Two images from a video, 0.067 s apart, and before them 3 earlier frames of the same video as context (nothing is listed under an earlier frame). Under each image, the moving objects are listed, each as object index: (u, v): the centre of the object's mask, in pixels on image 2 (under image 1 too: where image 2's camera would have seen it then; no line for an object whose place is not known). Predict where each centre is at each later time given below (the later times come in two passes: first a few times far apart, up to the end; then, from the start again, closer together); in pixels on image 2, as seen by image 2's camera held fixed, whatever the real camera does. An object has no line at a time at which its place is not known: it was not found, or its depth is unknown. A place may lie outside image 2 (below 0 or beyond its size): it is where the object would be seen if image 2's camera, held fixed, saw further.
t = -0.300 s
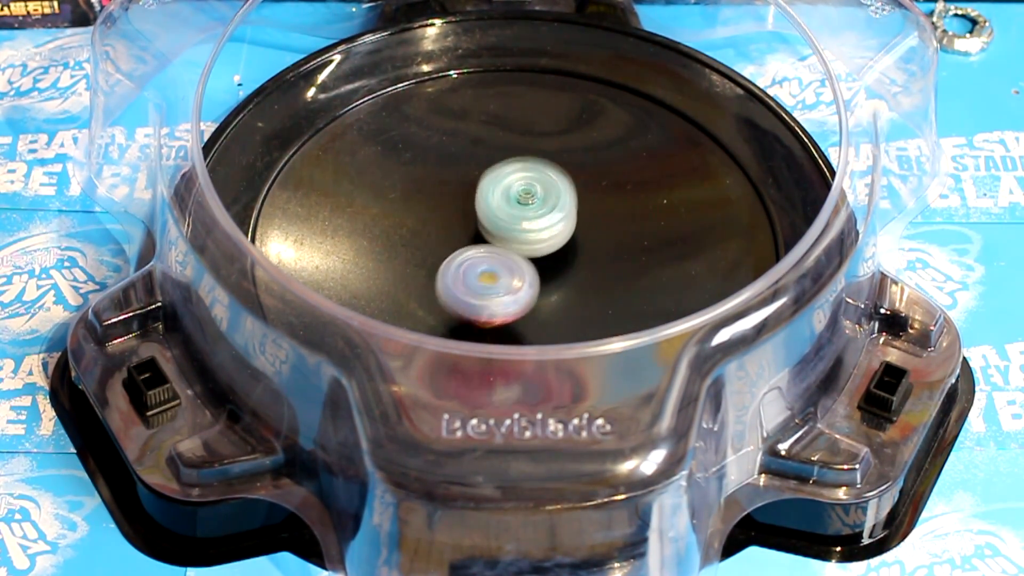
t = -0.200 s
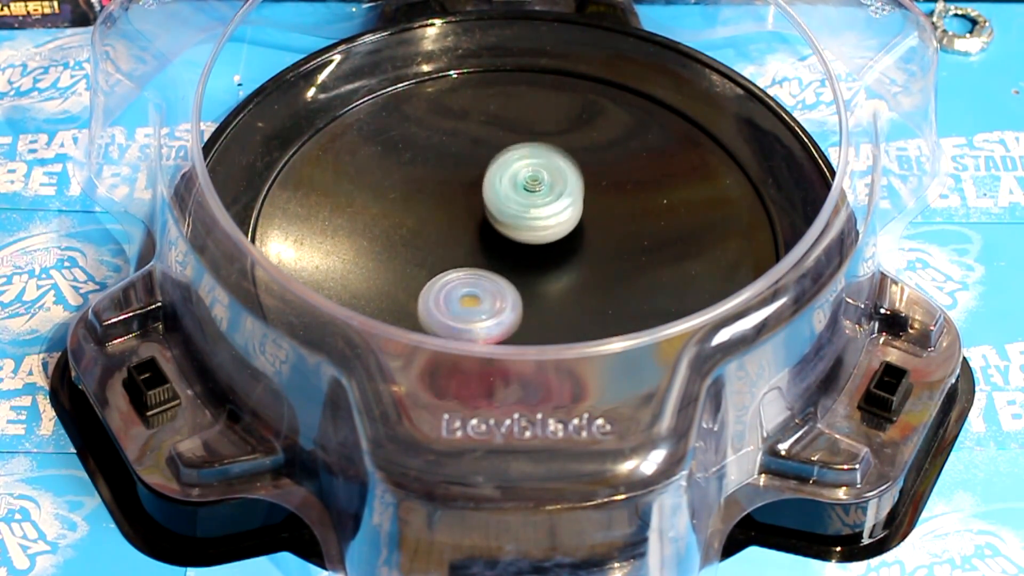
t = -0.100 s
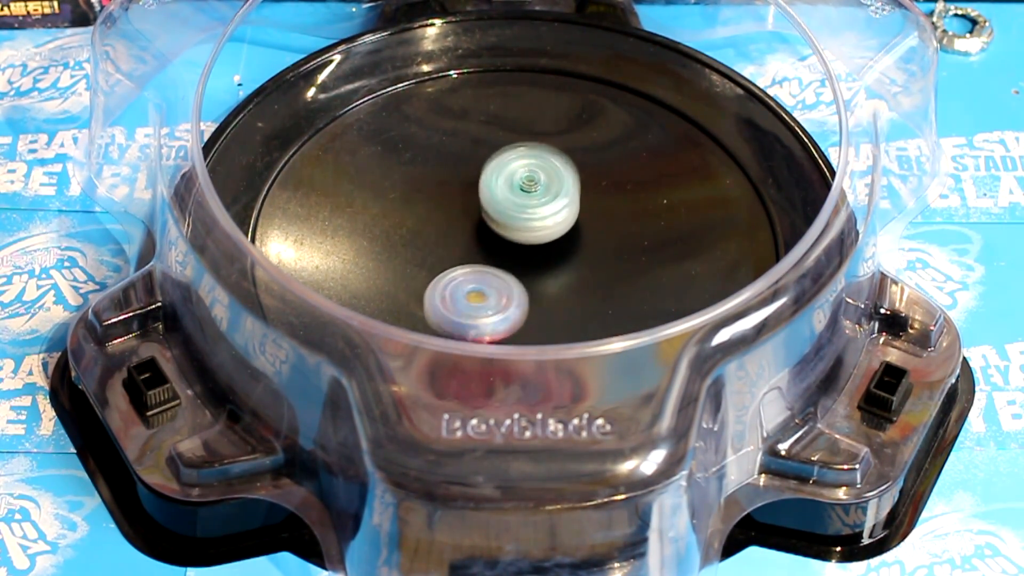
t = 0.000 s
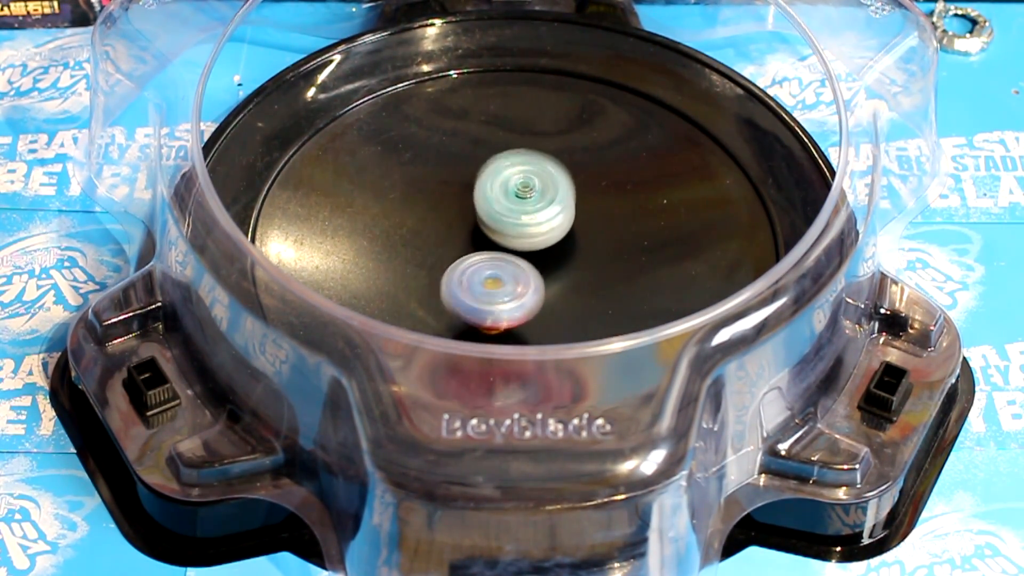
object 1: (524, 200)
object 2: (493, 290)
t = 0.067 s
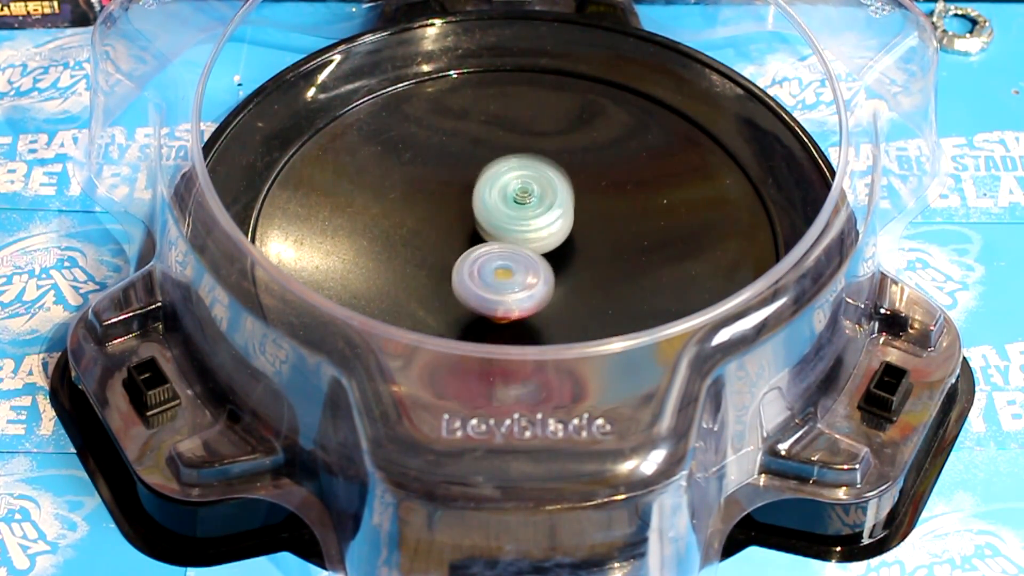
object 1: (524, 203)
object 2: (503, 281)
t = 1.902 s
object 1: (571, 223)
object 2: (477, 286)
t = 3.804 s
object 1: (576, 268)
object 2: (472, 218)
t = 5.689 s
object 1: (483, 291)
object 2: (605, 211)
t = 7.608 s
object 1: (481, 194)
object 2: (551, 253)
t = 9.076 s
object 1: (614, 210)
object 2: (485, 261)
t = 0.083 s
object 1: (525, 203)
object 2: (505, 279)
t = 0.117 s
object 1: (526, 203)
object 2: (505, 285)
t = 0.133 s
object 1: (527, 202)
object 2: (504, 291)
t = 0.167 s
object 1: (530, 198)
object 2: (502, 300)
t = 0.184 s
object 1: (531, 197)
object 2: (502, 304)
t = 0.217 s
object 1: (533, 196)
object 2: (502, 306)
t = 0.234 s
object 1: (534, 196)
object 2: (503, 307)
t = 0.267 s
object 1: (534, 197)
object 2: (506, 307)
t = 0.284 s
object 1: (534, 198)
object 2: (508, 306)
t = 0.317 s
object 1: (535, 198)
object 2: (511, 305)
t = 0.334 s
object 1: (535, 199)
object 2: (513, 304)
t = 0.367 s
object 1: (535, 201)
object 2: (516, 302)
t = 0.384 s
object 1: (535, 202)
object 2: (517, 301)
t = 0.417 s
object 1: (535, 205)
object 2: (520, 298)
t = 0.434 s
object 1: (535, 206)
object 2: (522, 296)
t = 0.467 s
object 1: (535, 207)
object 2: (524, 294)
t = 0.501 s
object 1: (536, 207)
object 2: (526, 290)
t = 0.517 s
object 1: (537, 207)
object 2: (527, 289)
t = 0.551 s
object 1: (539, 207)
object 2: (528, 284)
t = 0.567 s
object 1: (539, 207)
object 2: (528, 283)
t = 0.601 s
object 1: (541, 207)
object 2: (526, 287)
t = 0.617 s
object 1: (543, 207)
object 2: (526, 288)
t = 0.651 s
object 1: (545, 206)
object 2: (524, 288)
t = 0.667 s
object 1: (547, 205)
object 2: (524, 288)
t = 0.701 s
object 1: (549, 205)
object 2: (524, 286)
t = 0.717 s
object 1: (550, 205)
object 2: (524, 285)
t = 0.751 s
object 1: (551, 206)
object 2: (524, 283)
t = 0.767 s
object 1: (552, 206)
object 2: (525, 282)
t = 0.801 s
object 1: (553, 205)
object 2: (525, 278)
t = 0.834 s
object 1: (556, 205)
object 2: (520, 286)
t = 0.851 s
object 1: (557, 204)
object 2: (517, 290)
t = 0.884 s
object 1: (560, 201)
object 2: (512, 296)
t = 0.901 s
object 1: (560, 200)
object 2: (510, 298)
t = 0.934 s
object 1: (561, 200)
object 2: (510, 299)
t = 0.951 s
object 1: (560, 200)
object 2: (510, 299)
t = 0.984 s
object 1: (559, 200)
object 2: (511, 299)
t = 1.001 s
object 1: (559, 201)
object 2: (512, 298)
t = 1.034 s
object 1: (557, 202)
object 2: (514, 297)
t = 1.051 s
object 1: (556, 203)
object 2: (515, 296)
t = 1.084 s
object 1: (554, 206)
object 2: (517, 294)
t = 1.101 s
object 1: (553, 207)
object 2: (518, 294)
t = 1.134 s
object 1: (552, 210)
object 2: (520, 291)
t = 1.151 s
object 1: (551, 210)
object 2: (521, 290)
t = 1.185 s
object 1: (551, 211)
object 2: (523, 288)
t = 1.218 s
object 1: (551, 212)
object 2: (524, 285)
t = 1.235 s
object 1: (552, 212)
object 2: (523, 287)
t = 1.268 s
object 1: (554, 213)
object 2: (518, 293)
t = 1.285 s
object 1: (555, 214)
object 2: (517, 294)
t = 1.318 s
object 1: (557, 214)
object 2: (513, 296)
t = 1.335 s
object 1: (557, 214)
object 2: (512, 296)
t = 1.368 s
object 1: (558, 215)
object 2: (510, 295)
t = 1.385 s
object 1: (558, 215)
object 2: (508, 294)
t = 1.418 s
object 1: (559, 216)
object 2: (507, 291)
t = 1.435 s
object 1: (560, 216)
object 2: (507, 289)
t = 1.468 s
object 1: (561, 217)
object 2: (507, 284)
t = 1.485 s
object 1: (561, 217)
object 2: (507, 282)
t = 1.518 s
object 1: (563, 217)
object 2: (503, 282)
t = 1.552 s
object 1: (565, 218)
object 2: (497, 284)
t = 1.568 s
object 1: (565, 218)
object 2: (496, 284)
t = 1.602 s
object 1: (566, 218)
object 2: (493, 284)
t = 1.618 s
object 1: (567, 218)
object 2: (493, 283)
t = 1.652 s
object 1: (567, 218)
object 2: (493, 283)
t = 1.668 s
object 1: (567, 219)
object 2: (492, 282)
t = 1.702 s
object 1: (567, 220)
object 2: (493, 281)
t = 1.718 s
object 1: (566, 221)
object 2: (494, 280)
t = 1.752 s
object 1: (566, 222)
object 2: (494, 279)
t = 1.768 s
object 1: (566, 223)
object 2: (495, 279)
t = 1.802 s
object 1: (565, 224)
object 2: (495, 277)
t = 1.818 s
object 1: (565, 224)
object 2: (492, 279)
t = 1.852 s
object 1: (568, 223)
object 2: (483, 282)
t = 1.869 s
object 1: (570, 223)
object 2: (481, 284)
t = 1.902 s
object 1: (571, 223)
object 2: (477, 286)
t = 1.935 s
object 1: (572, 223)
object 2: (477, 286)
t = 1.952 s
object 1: (572, 223)
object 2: (477, 286)
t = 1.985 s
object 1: (572, 225)
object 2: (480, 285)
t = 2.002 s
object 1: (572, 225)
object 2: (483, 284)
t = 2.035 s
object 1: (570, 227)
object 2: (488, 282)
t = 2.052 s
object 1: (570, 227)
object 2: (491, 281)
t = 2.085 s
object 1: (569, 227)
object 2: (497, 280)
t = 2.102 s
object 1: (570, 227)
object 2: (498, 280)
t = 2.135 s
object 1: (572, 227)
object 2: (494, 283)
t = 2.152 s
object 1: (573, 227)
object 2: (492, 284)
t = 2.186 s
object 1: (574, 227)
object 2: (491, 283)
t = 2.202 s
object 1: (575, 227)
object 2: (491, 283)
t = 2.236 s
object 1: (575, 228)
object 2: (490, 281)
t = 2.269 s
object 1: (575, 228)
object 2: (490, 278)
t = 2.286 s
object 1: (574, 229)
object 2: (490, 277)
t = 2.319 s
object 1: (573, 230)
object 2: (490, 275)
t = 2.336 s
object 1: (572, 230)
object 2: (490, 274)
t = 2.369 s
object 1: (573, 230)
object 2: (484, 274)
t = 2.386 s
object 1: (574, 230)
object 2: (481, 274)
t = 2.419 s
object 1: (574, 230)
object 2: (478, 272)
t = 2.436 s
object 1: (574, 230)
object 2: (477, 272)
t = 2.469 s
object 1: (573, 231)
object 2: (476, 270)
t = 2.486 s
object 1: (573, 232)
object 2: (475, 269)
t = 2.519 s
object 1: (572, 233)
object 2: (475, 267)
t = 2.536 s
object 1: (571, 234)
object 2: (474, 266)
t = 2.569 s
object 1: (570, 235)
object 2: (473, 264)
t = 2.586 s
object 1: (569, 236)
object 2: (473, 263)
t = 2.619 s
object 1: (571, 237)
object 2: (466, 262)
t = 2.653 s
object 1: (572, 237)
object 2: (462, 261)
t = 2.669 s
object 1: (572, 238)
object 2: (461, 260)
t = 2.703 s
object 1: (572, 239)
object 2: (459, 259)
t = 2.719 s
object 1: (572, 239)
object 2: (459, 258)
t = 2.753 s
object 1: (571, 240)
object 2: (458, 257)
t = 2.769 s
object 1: (571, 241)
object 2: (458, 256)
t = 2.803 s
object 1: (570, 242)
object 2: (458, 254)
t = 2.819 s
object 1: (569, 242)
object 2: (458, 253)
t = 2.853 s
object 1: (568, 244)
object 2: (459, 252)
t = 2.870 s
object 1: (567, 244)
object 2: (460, 251)
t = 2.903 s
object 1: (566, 246)
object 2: (461, 249)
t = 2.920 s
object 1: (566, 247)
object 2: (460, 248)
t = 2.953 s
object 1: (566, 248)
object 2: (460, 246)
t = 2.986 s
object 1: (566, 250)
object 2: (461, 244)
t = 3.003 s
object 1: (566, 250)
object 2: (461, 243)
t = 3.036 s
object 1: (568, 252)
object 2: (458, 240)
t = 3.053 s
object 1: (570, 253)
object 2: (454, 239)
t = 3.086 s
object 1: (572, 255)
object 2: (451, 235)
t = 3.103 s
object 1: (573, 256)
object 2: (450, 234)
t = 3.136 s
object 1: (574, 257)
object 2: (450, 233)
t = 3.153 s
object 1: (574, 257)
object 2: (451, 232)
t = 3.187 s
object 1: (574, 258)
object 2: (453, 230)
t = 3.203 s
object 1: (574, 258)
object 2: (454, 230)
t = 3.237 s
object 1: (573, 259)
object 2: (456, 229)
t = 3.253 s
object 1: (573, 259)
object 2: (458, 228)
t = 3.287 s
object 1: (571, 259)
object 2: (461, 227)
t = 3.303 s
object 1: (570, 259)
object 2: (463, 227)
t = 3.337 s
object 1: (569, 260)
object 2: (466, 226)
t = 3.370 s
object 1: (567, 260)
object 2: (469, 226)
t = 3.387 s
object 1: (567, 260)
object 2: (471, 225)
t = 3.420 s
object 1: (575, 264)
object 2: (454, 216)
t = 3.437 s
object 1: (579, 266)
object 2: (443, 210)
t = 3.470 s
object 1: (586, 270)
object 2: (426, 199)
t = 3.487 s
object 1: (588, 271)
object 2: (420, 195)
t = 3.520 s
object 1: (591, 273)
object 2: (412, 189)
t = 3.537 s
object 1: (591, 274)
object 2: (410, 188)
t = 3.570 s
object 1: (591, 274)
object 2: (410, 186)
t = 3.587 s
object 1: (590, 274)
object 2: (412, 186)
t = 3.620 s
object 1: (589, 273)
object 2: (419, 188)
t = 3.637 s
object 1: (588, 273)
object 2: (423, 190)
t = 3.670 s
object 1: (586, 271)
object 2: (432, 195)
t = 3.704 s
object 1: (584, 270)
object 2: (442, 200)
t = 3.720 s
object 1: (582, 270)
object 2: (447, 202)
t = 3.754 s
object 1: (580, 269)
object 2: (458, 209)
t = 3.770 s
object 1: (578, 268)
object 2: (463, 212)
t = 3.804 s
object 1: (576, 268)
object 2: (472, 218)
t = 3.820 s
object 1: (575, 267)
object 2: (477, 220)
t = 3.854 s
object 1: (577, 269)
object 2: (480, 219)
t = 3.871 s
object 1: (582, 272)
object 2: (471, 214)
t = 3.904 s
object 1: (591, 277)
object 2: (459, 202)
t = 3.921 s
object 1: (594, 278)
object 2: (454, 197)
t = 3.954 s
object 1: (599, 280)
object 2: (450, 190)
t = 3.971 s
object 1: (600, 280)
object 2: (449, 188)
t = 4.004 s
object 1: (601, 280)
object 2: (451, 185)
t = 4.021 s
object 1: (600, 280)
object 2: (452, 185)
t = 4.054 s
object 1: (599, 278)
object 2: (456, 184)
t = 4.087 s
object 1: (597, 277)
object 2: (460, 184)
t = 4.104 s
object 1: (596, 276)
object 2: (463, 184)
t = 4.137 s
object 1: (592, 274)
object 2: (468, 185)
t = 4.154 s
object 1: (591, 273)
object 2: (471, 186)
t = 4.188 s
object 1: (587, 271)
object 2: (476, 187)
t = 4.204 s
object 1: (585, 271)
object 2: (479, 188)
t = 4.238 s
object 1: (582, 270)
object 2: (484, 189)
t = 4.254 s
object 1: (580, 269)
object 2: (487, 190)
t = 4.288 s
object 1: (576, 269)
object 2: (492, 191)
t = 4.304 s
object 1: (574, 269)
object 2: (495, 192)
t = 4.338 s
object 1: (570, 268)
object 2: (501, 193)
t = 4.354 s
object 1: (568, 269)
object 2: (504, 194)
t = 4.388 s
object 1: (565, 269)
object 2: (509, 195)
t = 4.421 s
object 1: (562, 271)
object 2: (512, 194)
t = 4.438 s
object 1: (560, 273)
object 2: (514, 192)
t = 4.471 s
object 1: (558, 275)
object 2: (518, 191)
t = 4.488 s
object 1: (557, 276)
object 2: (520, 191)
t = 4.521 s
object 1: (555, 277)
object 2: (524, 192)
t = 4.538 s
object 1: (554, 278)
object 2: (526, 192)
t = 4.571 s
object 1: (553, 279)
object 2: (529, 193)
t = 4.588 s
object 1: (552, 279)
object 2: (531, 194)
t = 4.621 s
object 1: (550, 280)
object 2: (534, 195)
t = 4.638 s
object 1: (549, 280)
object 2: (535, 196)
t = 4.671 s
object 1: (547, 281)
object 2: (538, 197)
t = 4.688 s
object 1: (546, 282)
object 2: (540, 198)
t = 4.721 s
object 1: (544, 283)
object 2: (543, 197)
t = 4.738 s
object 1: (544, 284)
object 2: (545, 197)
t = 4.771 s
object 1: (542, 285)
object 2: (548, 197)
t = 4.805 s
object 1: (541, 286)
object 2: (551, 199)
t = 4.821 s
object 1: (540, 286)
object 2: (552, 199)
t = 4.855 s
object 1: (539, 286)
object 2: (554, 201)
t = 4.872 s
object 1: (538, 286)
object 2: (556, 202)
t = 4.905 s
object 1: (537, 286)
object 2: (558, 204)
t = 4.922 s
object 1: (536, 287)
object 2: (560, 205)
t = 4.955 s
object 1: (534, 288)
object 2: (564, 204)
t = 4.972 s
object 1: (533, 289)
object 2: (565, 205)
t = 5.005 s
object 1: (532, 290)
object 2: (568, 206)
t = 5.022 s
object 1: (531, 290)
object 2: (570, 207)
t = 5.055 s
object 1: (530, 290)
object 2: (572, 209)
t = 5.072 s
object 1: (529, 289)
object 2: (573, 210)
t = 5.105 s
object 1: (528, 289)
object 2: (575, 212)
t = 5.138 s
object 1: (526, 288)
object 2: (577, 215)
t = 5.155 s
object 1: (525, 289)
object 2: (579, 215)
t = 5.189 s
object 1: (523, 289)
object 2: (582, 216)
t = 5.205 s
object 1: (522, 290)
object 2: (583, 217)
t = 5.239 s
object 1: (521, 289)
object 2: (584, 219)
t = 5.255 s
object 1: (520, 289)
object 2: (585, 220)
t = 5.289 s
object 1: (519, 288)
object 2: (586, 223)
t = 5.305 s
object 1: (516, 289)
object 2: (589, 222)
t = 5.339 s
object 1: (505, 292)
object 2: (609, 211)
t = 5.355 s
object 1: (501, 293)
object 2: (617, 207)
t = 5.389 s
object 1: (494, 294)
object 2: (629, 200)
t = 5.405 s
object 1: (492, 294)
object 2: (633, 197)
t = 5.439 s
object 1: (488, 295)
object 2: (638, 194)
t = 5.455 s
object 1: (487, 295)
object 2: (639, 194)
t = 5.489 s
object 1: (485, 295)
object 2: (638, 193)
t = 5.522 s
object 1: (484, 294)
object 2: (635, 195)
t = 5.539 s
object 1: (484, 294)
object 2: (633, 196)
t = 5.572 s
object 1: (483, 294)
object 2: (628, 198)
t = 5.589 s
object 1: (483, 293)
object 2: (625, 200)
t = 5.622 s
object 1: (483, 293)
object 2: (619, 203)
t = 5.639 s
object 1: (483, 292)
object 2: (616, 205)
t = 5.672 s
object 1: (483, 291)
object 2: (609, 209)
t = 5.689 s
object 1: (483, 291)
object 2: (605, 211)
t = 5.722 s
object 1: (483, 290)
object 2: (597, 215)
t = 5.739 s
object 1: (483, 290)
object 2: (592, 217)
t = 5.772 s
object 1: (483, 288)
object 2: (584, 221)
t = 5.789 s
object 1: (484, 288)
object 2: (579, 223)
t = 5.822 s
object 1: (484, 286)
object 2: (571, 227)
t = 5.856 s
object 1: (484, 285)
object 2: (565, 229)
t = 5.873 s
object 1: (484, 285)
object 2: (563, 230)
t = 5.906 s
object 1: (481, 284)
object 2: (564, 228)
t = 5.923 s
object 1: (480, 284)
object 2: (566, 227)
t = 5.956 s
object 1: (478, 283)
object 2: (569, 227)
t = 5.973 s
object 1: (477, 282)
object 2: (570, 227)
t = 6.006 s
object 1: (476, 281)
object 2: (570, 231)
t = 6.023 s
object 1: (476, 281)
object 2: (569, 233)
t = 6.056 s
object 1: (475, 279)
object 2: (567, 238)
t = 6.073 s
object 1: (473, 279)
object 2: (569, 239)
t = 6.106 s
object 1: (469, 278)
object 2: (572, 242)
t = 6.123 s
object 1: (468, 277)
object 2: (572, 243)
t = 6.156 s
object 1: (466, 276)
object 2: (570, 246)
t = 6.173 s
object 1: (466, 276)
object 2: (568, 247)
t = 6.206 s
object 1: (465, 275)
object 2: (565, 249)
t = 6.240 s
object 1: (462, 273)
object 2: (569, 249)
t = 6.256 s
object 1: (460, 273)
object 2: (571, 249)
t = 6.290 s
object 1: (458, 272)
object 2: (573, 250)
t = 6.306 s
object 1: (457, 271)
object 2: (573, 251)
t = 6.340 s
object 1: (457, 269)
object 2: (572, 252)
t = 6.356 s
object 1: (457, 268)
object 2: (570, 253)
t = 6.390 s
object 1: (458, 267)
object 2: (567, 253)
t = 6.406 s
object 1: (458, 266)
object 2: (566, 254)
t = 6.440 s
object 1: (459, 263)
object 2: (564, 255)
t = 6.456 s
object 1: (456, 262)
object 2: (571, 255)
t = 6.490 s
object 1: (450, 259)
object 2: (584, 255)
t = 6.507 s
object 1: (448, 258)
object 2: (588, 255)
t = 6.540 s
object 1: (445, 256)
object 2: (592, 255)
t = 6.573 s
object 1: (444, 254)
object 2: (593, 255)
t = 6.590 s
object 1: (445, 254)
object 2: (592, 254)
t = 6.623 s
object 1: (445, 252)
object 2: (590, 253)
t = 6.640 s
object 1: (446, 251)
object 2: (589, 253)
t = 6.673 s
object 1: (448, 250)
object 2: (586, 252)
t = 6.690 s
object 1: (448, 249)
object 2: (585, 251)
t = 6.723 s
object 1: (450, 247)
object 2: (582, 250)
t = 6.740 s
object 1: (451, 246)
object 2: (580, 250)
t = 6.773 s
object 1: (453, 244)
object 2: (577, 249)
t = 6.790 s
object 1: (454, 243)
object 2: (576, 248)
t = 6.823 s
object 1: (456, 241)
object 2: (573, 247)
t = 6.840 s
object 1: (457, 240)
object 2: (571, 247)
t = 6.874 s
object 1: (459, 238)
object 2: (567, 246)
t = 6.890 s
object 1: (460, 237)
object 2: (565, 246)
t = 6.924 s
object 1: (461, 235)
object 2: (565, 245)
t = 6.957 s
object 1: (461, 232)
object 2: (564, 245)
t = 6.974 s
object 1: (461, 231)
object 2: (563, 245)
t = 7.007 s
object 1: (461, 228)
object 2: (562, 245)
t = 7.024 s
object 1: (460, 226)
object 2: (563, 246)
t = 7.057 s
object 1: (460, 223)
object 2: (562, 246)
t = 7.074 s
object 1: (460, 221)
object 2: (561, 246)
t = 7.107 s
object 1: (461, 219)
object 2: (559, 245)
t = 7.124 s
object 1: (461, 218)
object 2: (558, 245)
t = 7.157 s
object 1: (461, 216)
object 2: (559, 246)
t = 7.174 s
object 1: (461, 215)
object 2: (560, 246)
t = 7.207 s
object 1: (461, 212)
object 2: (559, 247)
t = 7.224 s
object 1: (462, 211)
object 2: (559, 247)
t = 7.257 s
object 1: (463, 209)
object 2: (558, 247)
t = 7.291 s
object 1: (464, 207)
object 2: (557, 247)
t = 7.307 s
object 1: (465, 206)
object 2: (556, 247)
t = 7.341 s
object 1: (467, 204)
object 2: (555, 247)
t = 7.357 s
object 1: (468, 204)
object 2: (554, 247)
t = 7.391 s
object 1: (469, 202)
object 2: (553, 247)
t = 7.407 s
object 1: (470, 202)
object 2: (553, 247)
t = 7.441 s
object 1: (471, 200)
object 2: (553, 248)
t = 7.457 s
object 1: (472, 199)
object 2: (553, 249)
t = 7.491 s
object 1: (474, 197)
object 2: (553, 250)
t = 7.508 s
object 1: (475, 197)
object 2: (553, 251)
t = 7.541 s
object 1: (477, 195)
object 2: (552, 252)
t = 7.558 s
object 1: (478, 195)
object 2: (552, 252)
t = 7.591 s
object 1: (480, 194)
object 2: (551, 252)
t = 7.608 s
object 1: (481, 194)
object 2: (551, 253)
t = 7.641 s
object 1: (484, 194)
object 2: (550, 253)
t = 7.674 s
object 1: (487, 193)
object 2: (550, 254)
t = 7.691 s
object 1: (488, 192)
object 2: (550, 256)
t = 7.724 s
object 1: (491, 191)
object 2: (551, 259)
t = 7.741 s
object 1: (492, 190)
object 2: (551, 260)
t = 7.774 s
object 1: (495, 189)
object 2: (551, 261)
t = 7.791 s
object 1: (496, 188)
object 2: (550, 261)
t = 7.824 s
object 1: (499, 188)
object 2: (550, 262)
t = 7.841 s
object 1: (500, 188)
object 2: (549, 262)
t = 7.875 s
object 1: (503, 188)
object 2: (549, 262)
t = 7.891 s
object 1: (505, 188)
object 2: (548, 262)
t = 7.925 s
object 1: (508, 188)
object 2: (548, 263)
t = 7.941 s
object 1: (510, 187)
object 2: (548, 263)
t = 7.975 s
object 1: (514, 187)
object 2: (547, 262)
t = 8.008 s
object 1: (517, 186)
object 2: (546, 262)
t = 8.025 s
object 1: (519, 186)
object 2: (545, 262)
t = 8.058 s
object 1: (522, 186)
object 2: (544, 262)
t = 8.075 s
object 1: (524, 186)
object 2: (544, 261)
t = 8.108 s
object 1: (528, 186)
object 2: (543, 267)
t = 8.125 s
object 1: (529, 185)
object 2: (542, 269)
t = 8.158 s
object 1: (532, 184)
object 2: (541, 273)
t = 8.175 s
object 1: (533, 184)
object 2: (540, 274)
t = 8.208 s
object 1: (536, 183)
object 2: (539, 275)
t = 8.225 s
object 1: (537, 183)
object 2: (538, 275)
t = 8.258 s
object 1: (539, 183)
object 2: (537, 275)
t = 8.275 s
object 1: (541, 183)
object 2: (536, 275)
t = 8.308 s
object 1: (543, 184)
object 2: (535, 274)
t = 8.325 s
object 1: (545, 184)
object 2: (535, 274)
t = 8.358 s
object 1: (547, 184)
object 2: (535, 273)
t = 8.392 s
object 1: (550, 184)
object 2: (534, 272)
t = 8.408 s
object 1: (551, 185)
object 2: (534, 271)
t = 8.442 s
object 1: (553, 186)
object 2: (532, 270)
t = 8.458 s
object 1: (555, 186)
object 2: (532, 269)
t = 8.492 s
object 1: (558, 188)
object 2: (531, 268)
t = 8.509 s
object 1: (560, 188)
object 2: (531, 267)
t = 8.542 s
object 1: (563, 189)
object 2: (531, 266)
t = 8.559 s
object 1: (564, 189)
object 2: (530, 265)
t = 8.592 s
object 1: (566, 191)
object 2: (529, 263)
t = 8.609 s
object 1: (568, 192)
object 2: (528, 263)
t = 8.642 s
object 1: (572, 194)
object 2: (525, 263)
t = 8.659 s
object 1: (573, 194)
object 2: (523, 264)
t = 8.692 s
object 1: (577, 196)
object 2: (521, 265)
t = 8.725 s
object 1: (580, 197)
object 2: (519, 264)
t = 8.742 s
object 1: (581, 197)
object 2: (518, 263)
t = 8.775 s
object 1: (583, 200)
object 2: (516, 263)
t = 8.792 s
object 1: (584, 201)
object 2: (516, 262)
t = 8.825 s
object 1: (587, 203)
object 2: (516, 261)
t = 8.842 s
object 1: (588, 204)
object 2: (516, 261)
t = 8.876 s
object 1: (591, 206)
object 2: (515, 259)
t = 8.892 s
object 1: (592, 206)
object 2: (515, 258)
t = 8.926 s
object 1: (593, 208)
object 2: (514, 257)
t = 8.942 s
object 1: (595, 209)
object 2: (512, 257)
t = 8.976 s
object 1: (602, 210)
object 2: (499, 260)
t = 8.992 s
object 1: (605, 210)
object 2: (495, 261)
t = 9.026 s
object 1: (610, 210)
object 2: (489, 262)
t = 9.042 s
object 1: (611, 210)
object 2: (488, 262)
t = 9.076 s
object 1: (614, 210)
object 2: (485, 261)
